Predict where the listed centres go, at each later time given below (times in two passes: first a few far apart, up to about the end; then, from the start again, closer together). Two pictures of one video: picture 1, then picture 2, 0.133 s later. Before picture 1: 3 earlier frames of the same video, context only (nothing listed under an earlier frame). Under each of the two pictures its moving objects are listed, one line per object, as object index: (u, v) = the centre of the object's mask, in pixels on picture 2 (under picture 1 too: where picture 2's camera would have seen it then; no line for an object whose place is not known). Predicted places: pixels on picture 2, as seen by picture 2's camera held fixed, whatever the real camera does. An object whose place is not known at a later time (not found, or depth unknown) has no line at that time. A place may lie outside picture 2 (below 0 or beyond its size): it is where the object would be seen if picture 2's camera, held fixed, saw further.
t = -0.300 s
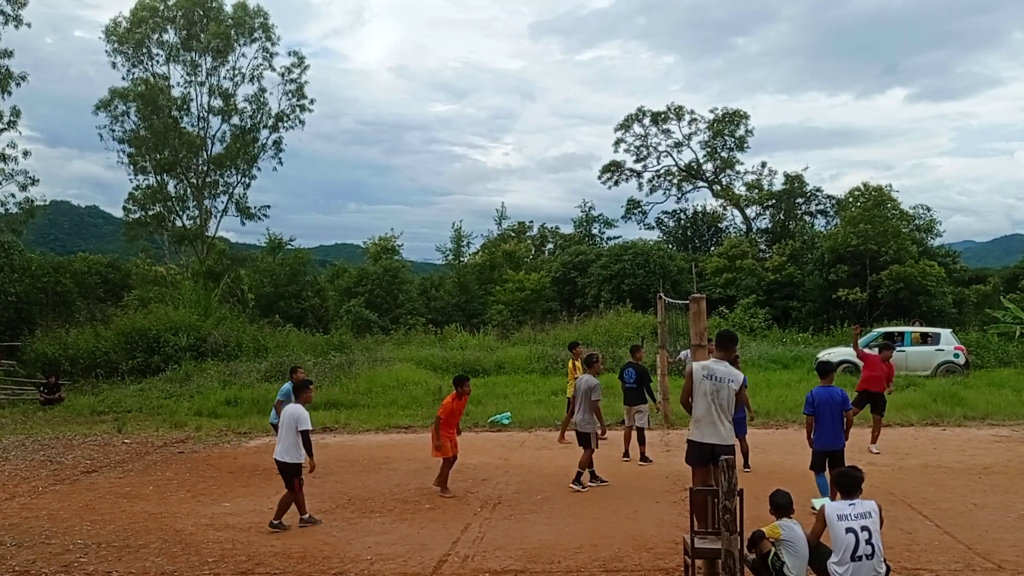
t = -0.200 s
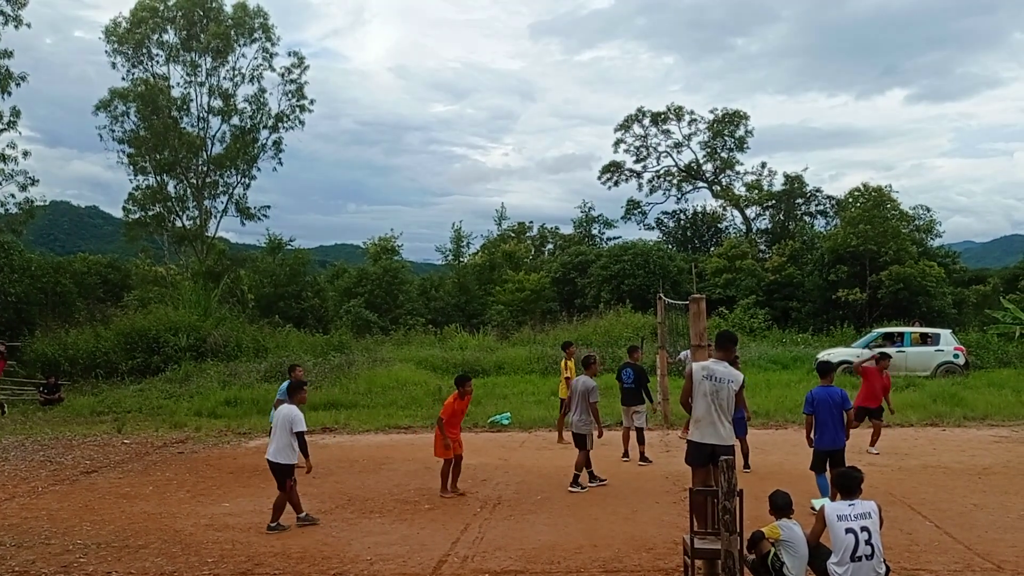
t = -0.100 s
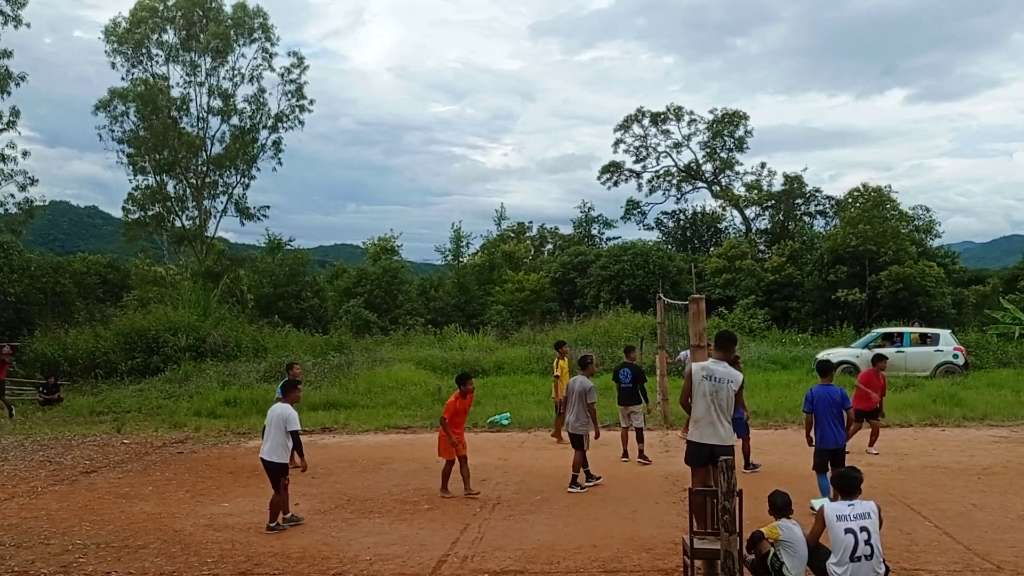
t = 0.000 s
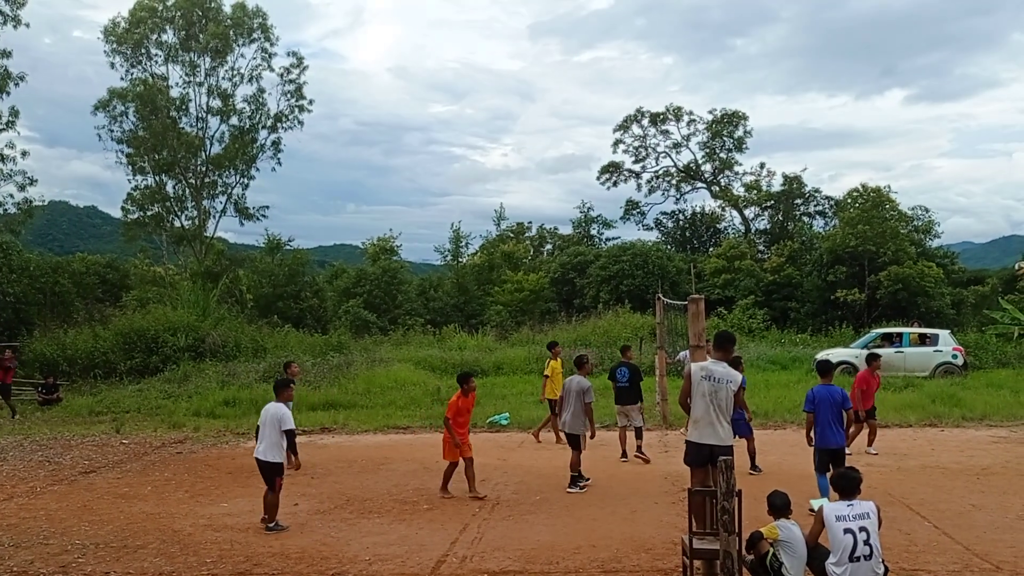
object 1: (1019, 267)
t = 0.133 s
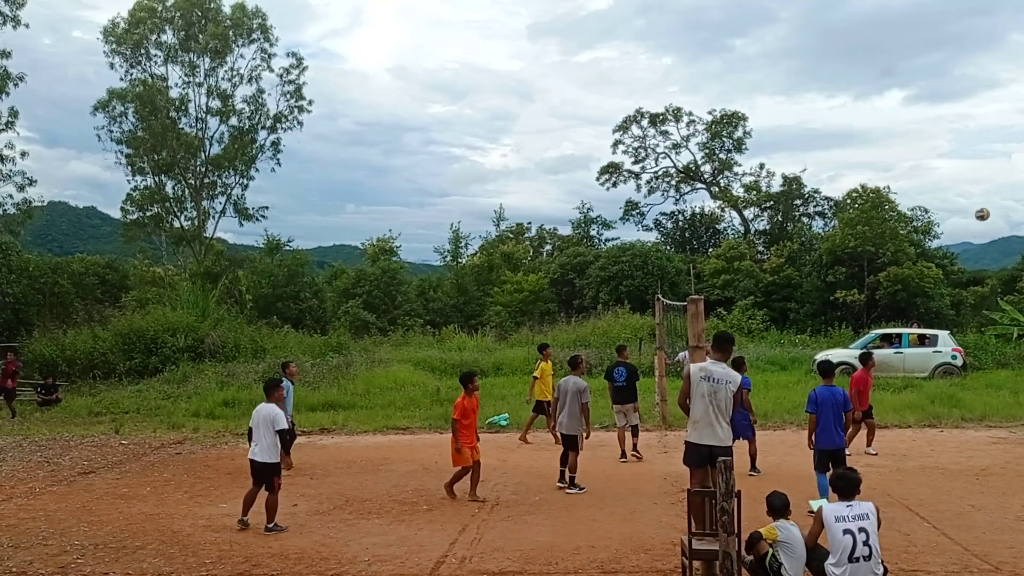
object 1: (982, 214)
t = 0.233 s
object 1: (956, 183)
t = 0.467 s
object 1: (906, 139)
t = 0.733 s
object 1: (859, 130)
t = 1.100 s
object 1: (799, 171)
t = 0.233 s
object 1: (956, 183)
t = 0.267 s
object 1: (948, 175)
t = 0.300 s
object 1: (940, 167)
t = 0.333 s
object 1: (933, 159)
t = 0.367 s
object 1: (926, 153)
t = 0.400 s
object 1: (919, 148)
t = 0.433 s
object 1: (912, 143)
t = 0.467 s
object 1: (906, 139)
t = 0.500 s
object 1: (899, 136)
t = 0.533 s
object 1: (893, 133)
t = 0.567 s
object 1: (887, 131)
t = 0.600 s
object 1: (881, 129)
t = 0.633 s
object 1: (876, 129)
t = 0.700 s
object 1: (865, 128)
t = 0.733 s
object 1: (859, 130)
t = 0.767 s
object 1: (854, 131)
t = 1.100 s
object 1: (799, 171)
